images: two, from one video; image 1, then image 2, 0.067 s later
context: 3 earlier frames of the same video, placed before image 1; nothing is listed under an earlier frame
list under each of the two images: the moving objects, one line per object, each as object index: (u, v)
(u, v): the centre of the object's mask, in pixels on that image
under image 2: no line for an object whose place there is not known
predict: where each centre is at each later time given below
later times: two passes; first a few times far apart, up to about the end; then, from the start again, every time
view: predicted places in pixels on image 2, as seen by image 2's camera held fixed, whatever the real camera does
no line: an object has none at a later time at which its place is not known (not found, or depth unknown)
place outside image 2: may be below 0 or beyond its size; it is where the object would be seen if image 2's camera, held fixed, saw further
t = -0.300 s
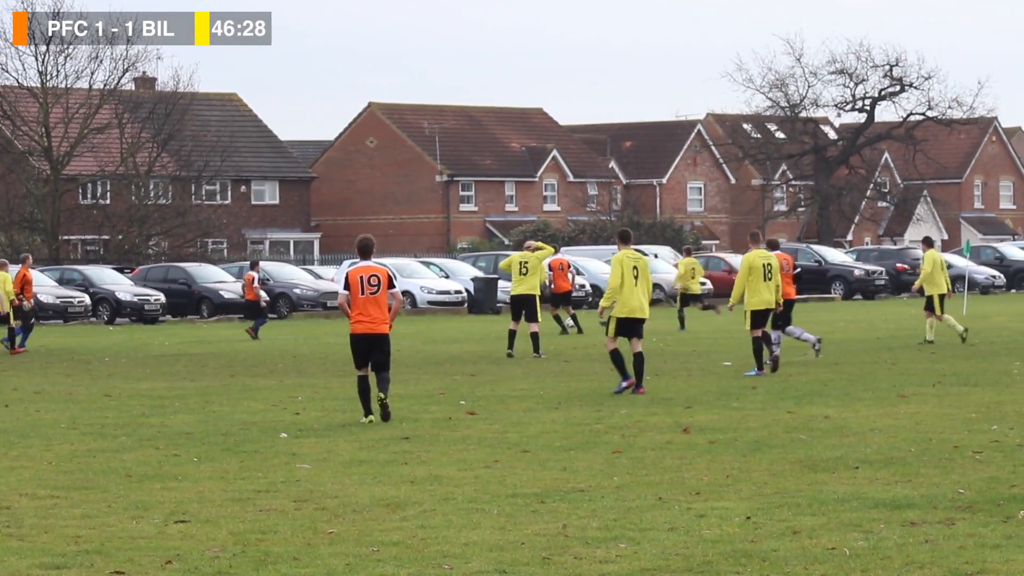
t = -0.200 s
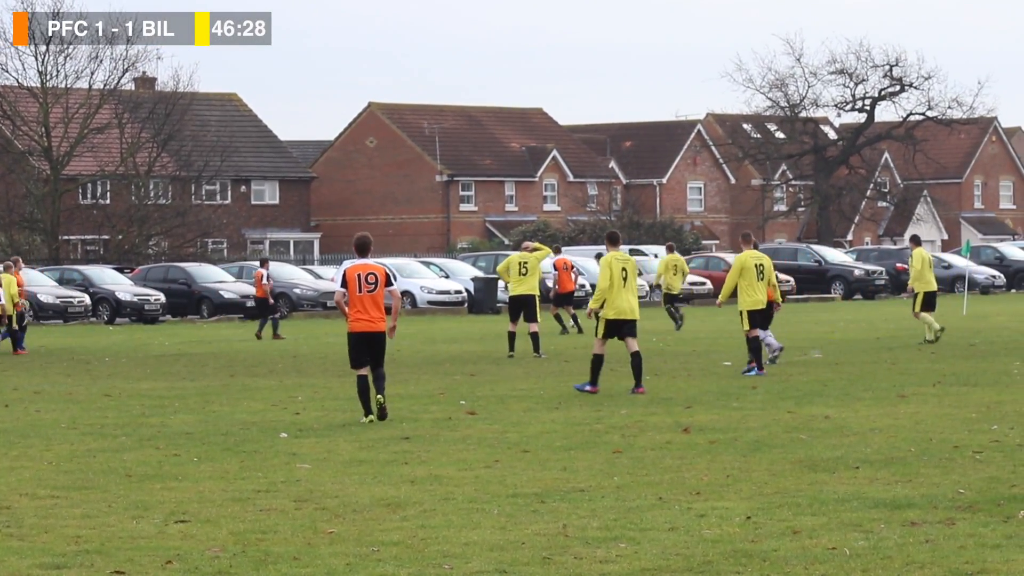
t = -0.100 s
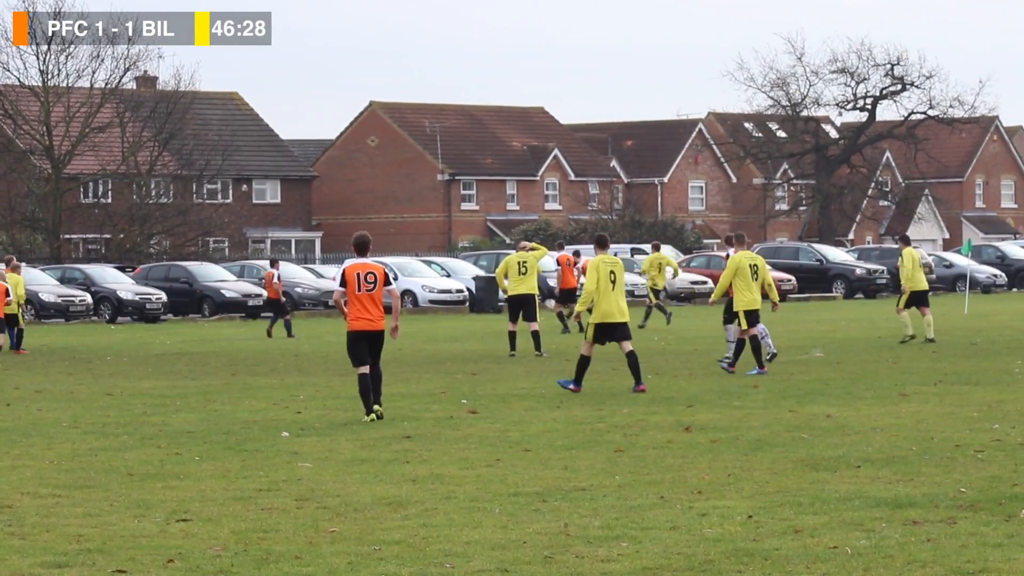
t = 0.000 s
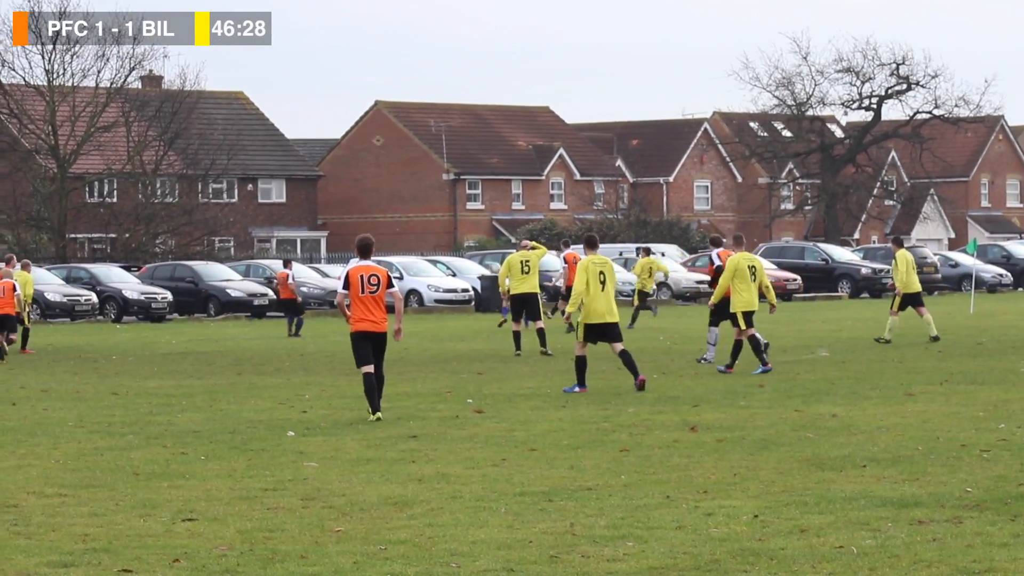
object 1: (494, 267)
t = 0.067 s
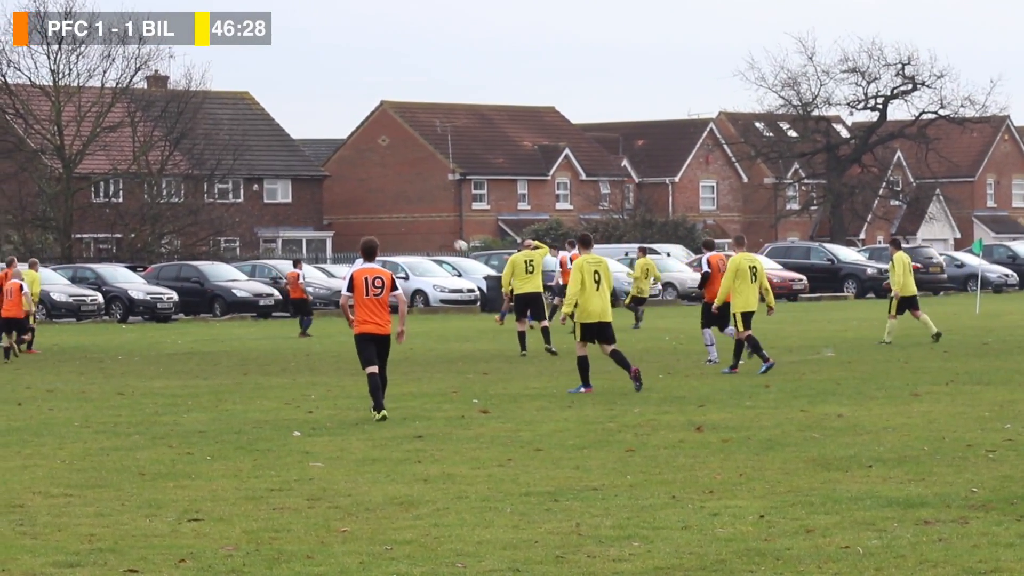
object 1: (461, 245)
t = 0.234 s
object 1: (361, 198)
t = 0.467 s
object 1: (224, 148)
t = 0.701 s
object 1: (81, 123)
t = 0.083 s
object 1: (451, 240)
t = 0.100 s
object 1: (441, 235)
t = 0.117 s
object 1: (431, 230)
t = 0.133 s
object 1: (421, 225)
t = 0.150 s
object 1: (411, 220)
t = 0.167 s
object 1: (401, 215)
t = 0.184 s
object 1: (391, 210)
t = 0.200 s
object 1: (381, 206)
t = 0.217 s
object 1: (371, 202)
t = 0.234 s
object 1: (361, 198)
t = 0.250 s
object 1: (351, 193)
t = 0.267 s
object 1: (342, 189)
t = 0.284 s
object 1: (332, 185)
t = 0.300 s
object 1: (322, 181)
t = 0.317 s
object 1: (312, 178)
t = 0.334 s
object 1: (303, 174)
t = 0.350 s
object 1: (293, 170)
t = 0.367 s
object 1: (283, 166)
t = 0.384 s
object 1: (273, 163)
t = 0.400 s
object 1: (264, 160)
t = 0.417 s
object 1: (254, 157)
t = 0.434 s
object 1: (244, 154)
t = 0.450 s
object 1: (234, 151)
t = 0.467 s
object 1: (224, 148)
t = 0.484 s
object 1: (214, 146)
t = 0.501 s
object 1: (204, 143)
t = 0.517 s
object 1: (194, 141)
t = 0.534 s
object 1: (184, 139)
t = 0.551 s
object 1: (174, 137)
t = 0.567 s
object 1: (164, 135)
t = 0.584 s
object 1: (153, 133)
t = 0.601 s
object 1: (143, 131)
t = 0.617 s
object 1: (133, 129)
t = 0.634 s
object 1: (123, 128)
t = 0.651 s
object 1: (113, 126)
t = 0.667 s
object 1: (102, 125)
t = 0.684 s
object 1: (92, 124)
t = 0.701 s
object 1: (81, 123)
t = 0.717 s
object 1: (71, 121)
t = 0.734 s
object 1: (61, 121)
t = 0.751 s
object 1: (51, 121)
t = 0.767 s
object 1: (40, 120)
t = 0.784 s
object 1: (30, 119)
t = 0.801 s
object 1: (19, 119)
